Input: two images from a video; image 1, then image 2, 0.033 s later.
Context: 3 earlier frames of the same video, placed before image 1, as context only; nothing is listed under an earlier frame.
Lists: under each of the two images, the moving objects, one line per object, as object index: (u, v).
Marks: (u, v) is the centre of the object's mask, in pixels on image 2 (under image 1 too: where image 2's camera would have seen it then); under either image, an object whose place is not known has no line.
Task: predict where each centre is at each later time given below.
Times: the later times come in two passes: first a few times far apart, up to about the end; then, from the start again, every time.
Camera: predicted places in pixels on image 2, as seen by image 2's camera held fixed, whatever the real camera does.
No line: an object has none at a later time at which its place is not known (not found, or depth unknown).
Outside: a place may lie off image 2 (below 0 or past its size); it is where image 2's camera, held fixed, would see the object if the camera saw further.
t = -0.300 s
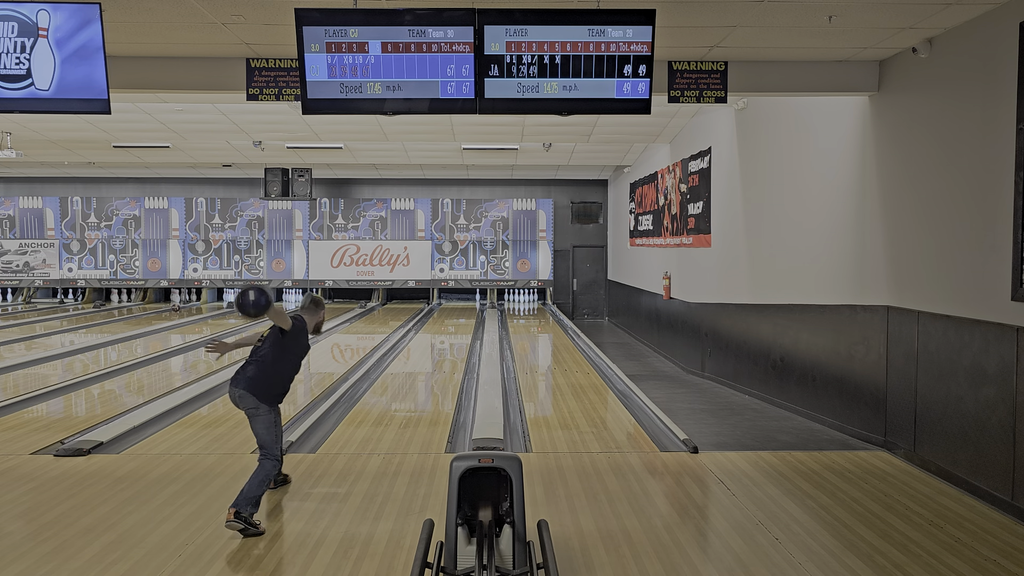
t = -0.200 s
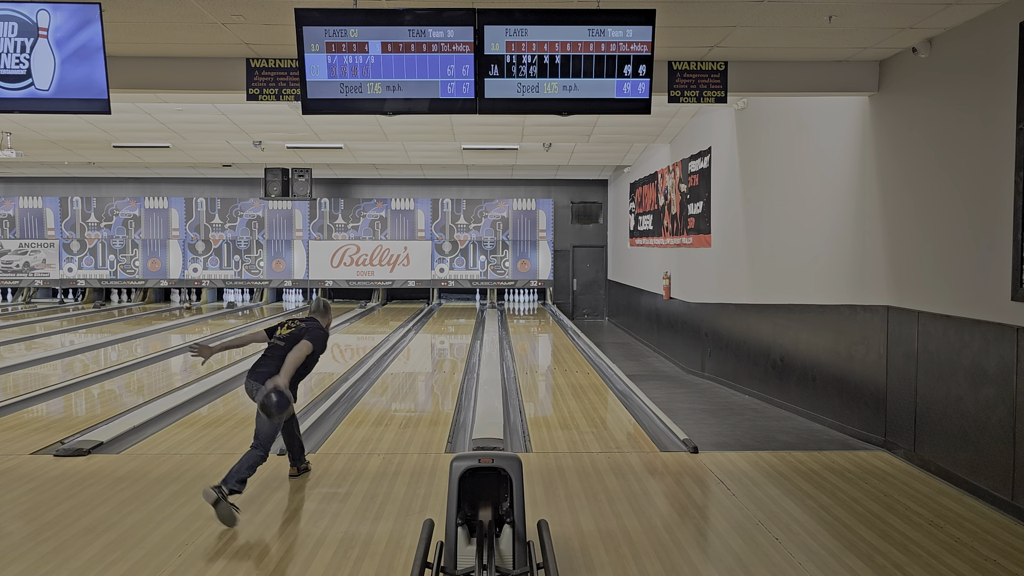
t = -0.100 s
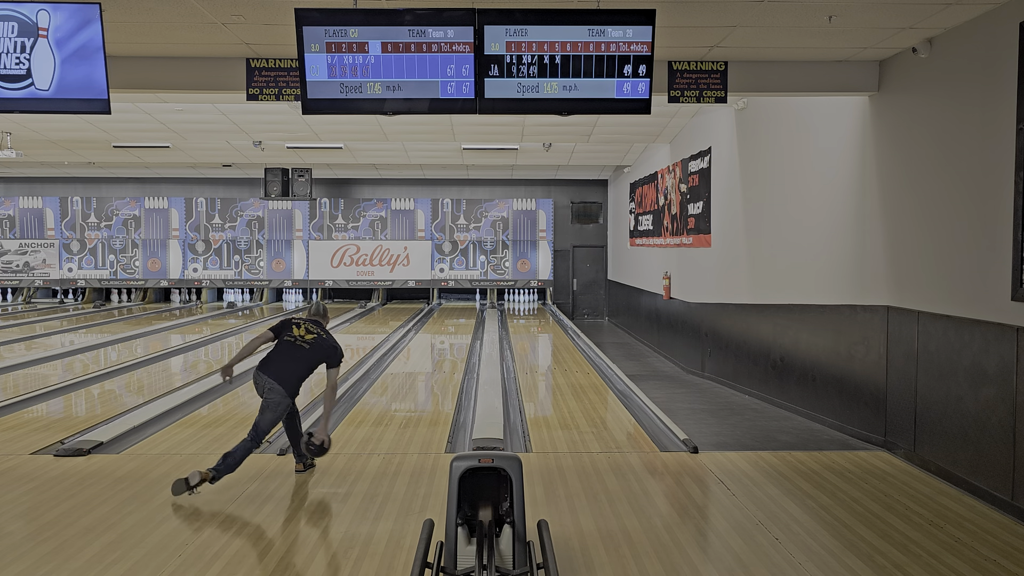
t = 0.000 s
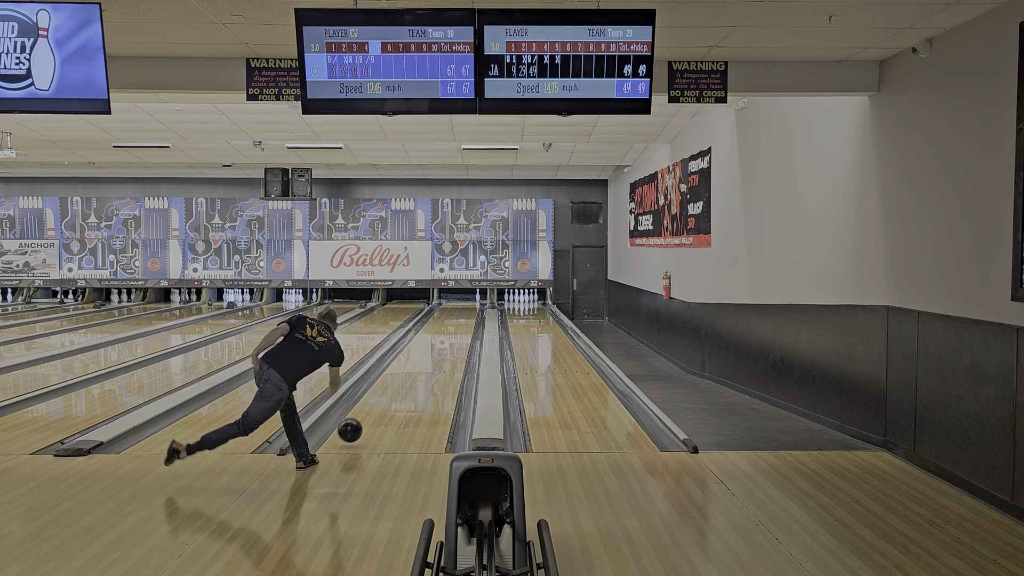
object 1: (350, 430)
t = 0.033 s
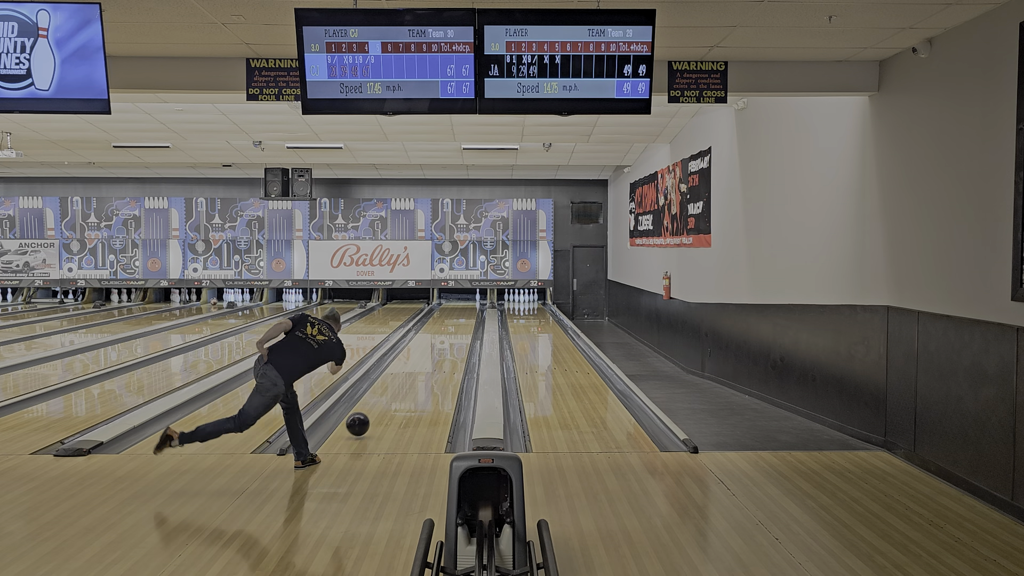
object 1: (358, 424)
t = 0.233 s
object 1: (393, 388)
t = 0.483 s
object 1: (421, 359)
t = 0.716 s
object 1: (438, 341)
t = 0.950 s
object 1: (450, 328)
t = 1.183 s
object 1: (459, 318)
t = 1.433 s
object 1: (465, 310)
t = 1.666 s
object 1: (469, 303)
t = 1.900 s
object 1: (469, 299)
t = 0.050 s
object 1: (361, 422)
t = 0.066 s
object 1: (365, 418)
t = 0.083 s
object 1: (368, 415)
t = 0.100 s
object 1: (371, 411)
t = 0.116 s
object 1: (374, 408)
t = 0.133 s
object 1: (377, 405)
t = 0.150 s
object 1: (380, 402)
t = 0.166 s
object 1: (383, 399)
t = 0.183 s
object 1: (386, 396)
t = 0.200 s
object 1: (388, 393)
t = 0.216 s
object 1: (391, 391)
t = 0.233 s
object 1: (393, 388)
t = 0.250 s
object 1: (395, 386)
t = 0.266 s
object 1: (398, 384)
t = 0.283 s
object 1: (400, 381)
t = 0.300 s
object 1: (402, 379)
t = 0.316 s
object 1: (404, 377)
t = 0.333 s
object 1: (406, 375)
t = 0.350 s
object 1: (408, 373)
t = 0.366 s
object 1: (410, 371)
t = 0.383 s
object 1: (411, 369)
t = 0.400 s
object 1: (413, 367)
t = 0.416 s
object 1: (415, 366)
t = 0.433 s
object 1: (416, 364)
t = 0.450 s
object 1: (418, 362)
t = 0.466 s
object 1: (419, 361)
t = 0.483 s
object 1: (421, 359)
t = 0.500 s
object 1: (422, 358)
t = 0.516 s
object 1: (424, 356)
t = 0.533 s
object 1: (425, 355)
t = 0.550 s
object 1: (426, 353)
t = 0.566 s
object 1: (428, 352)
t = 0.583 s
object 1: (429, 351)
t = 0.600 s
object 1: (430, 349)
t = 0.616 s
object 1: (431, 348)
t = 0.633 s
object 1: (432, 347)
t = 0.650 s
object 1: (434, 346)
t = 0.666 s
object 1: (435, 344)
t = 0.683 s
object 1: (436, 343)
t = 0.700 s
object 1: (437, 342)
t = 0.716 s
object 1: (438, 341)
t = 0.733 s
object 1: (439, 340)
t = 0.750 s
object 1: (440, 339)
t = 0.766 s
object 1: (441, 338)
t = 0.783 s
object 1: (442, 337)
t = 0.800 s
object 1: (442, 336)
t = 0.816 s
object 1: (443, 335)
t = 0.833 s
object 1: (444, 334)
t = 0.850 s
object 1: (445, 333)
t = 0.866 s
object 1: (446, 332)
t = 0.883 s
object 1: (447, 331)
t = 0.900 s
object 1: (448, 330)
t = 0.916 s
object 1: (448, 330)
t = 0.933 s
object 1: (449, 329)
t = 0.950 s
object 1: (450, 328)
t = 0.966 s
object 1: (451, 327)
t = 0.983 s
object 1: (451, 326)
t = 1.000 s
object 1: (452, 326)
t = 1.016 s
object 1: (453, 325)
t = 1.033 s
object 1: (453, 324)
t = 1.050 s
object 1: (454, 323)
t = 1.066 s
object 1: (455, 323)
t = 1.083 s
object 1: (455, 322)
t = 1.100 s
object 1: (456, 321)
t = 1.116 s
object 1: (457, 321)
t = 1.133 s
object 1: (457, 320)
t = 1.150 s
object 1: (458, 319)
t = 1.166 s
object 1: (458, 318)
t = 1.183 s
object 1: (459, 318)
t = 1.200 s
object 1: (459, 317)
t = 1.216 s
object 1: (460, 317)
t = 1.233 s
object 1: (460, 316)
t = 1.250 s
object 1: (461, 316)
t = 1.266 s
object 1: (462, 315)
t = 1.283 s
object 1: (462, 314)
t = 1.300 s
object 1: (462, 314)
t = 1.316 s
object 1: (463, 313)
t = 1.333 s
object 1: (463, 313)
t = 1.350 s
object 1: (464, 312)
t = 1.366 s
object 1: (464, 312)
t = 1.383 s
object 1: (465, 311)
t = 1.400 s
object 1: (465, 311)
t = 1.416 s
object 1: (465, 310)
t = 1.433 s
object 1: (465, 310)
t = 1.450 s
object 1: (466, 309)
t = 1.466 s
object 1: (466, 309)
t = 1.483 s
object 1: (467, 308)
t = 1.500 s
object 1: (467, 308)
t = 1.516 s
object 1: (467, 308)
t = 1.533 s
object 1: (467, 307)
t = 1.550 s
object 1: (468, 307)
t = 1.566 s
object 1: (468, 306)
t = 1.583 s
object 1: (468, 306)
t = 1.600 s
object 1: (468, 305)
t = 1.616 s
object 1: (468, 305)
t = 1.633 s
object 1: (468, 305)
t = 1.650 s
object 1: (469, 304)
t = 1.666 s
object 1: (469, 303)
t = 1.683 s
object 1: (469, 303)
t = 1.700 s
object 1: (469, 303)
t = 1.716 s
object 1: (469, 303)
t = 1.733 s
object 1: (469, 302)
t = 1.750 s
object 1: (469, 302)
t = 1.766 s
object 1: (469, 302)
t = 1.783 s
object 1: (469, 301)
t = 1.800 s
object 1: (469, 301)
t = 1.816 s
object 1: (469, 301)
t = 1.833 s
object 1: (469, 300)
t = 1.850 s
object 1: (469, 300)
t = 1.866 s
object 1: (469, 300)
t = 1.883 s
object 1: (469, 299)
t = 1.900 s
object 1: (469, 299)
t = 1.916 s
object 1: (469, 299)
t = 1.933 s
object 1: (469, 299)
